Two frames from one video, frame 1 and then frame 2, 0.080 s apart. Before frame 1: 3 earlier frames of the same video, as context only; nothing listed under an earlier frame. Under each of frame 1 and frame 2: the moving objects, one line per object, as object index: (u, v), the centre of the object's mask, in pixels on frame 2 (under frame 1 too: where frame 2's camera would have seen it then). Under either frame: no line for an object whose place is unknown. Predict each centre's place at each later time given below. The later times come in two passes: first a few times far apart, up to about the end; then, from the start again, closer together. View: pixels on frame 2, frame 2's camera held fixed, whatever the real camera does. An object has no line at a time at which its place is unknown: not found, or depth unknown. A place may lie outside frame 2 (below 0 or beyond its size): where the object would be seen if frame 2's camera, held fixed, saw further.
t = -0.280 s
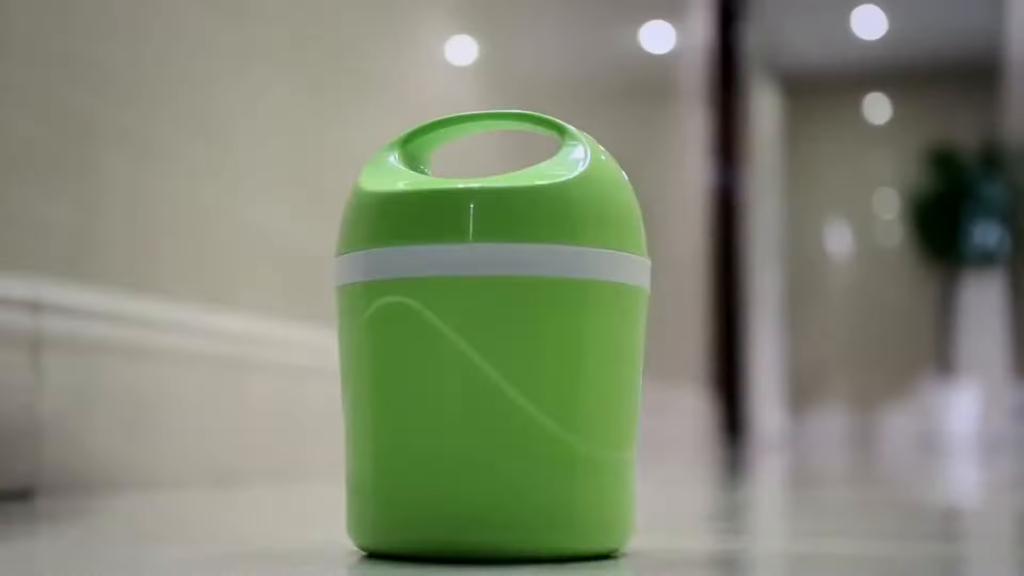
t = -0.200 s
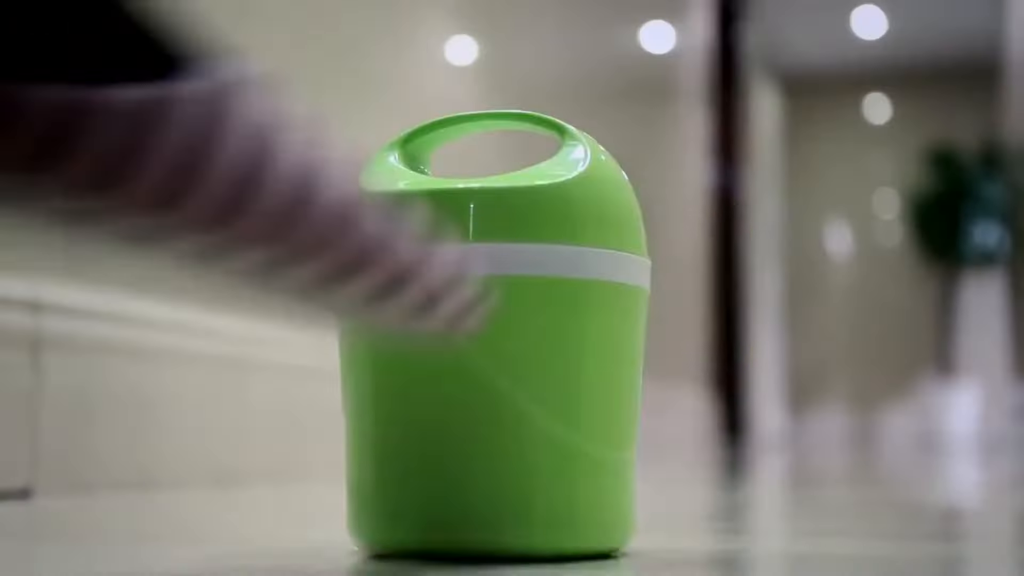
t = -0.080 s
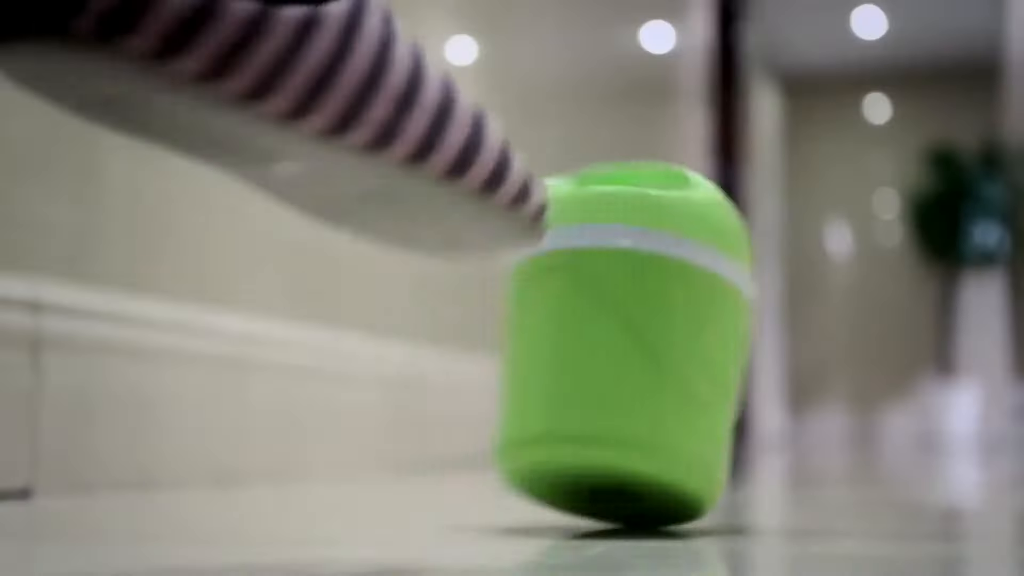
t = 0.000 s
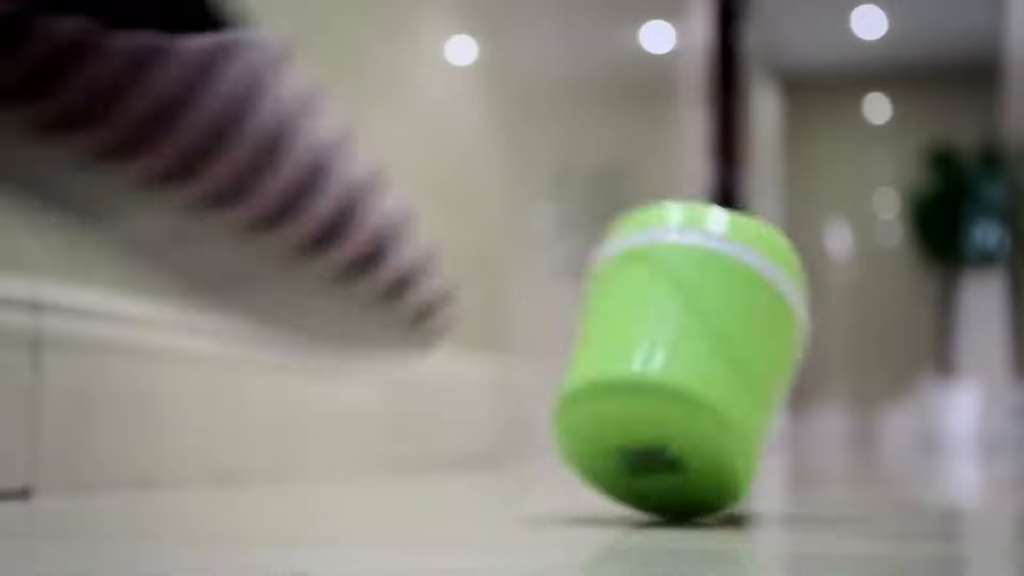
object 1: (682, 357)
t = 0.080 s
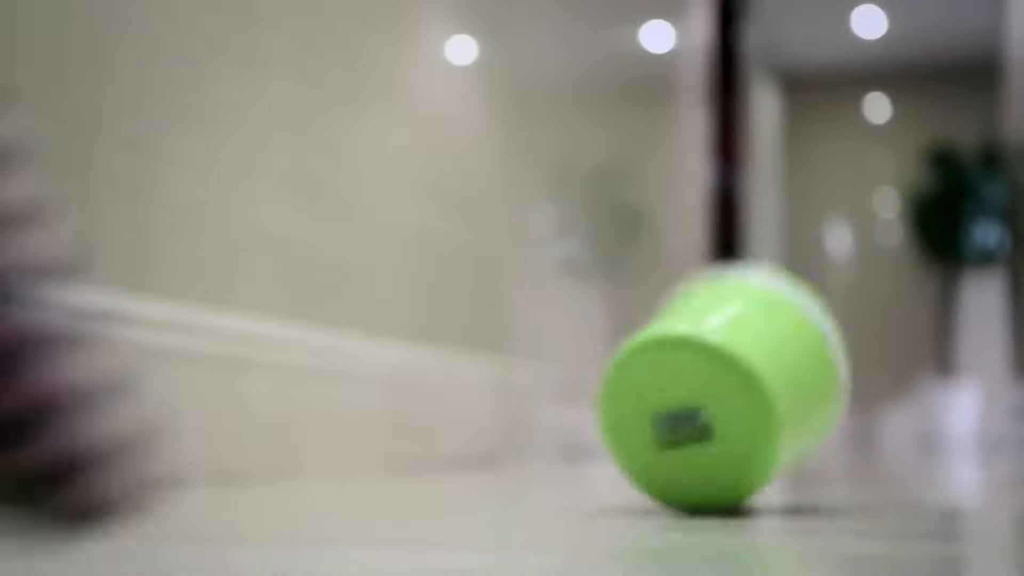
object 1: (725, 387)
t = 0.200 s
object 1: (771, 371)
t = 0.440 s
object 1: (835, 411)
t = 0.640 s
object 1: (867, 412)
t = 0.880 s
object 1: (885, 419)
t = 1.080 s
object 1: (884, 420)
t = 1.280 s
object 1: (866, 420)
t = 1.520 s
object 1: (839, 420)
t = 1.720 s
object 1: (817, 420)
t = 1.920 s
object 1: (795, 420)
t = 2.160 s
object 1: (768, 420)
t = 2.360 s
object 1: (747, 420)
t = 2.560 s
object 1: (727, 419)
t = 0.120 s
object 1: (742, 397)
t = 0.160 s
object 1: (757, 375)
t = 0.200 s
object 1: (771, 371)
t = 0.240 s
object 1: (784, 384)
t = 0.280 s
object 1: (796, 408)
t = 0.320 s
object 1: (808, 402)
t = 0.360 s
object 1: (818, 402)
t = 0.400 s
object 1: (827, 407)
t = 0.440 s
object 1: (835, 411)
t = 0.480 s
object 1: (843, 411)
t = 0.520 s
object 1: (851, 413)
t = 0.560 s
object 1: (856, 413)
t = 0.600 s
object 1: (862, 416)
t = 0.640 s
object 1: (867, 412)
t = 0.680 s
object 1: (871, 412)
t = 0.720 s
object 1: (875, 413)
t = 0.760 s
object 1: (879, 417)
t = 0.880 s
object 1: (885, 419)
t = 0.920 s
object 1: (886, 419)
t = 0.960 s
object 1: (886, 420)
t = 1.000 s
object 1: (886, 420)
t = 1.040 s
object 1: (886, 420)
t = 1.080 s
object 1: (884, 420)
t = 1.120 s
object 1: (882, 420)
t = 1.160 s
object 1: (879, 420)
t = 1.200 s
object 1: (875, 420)
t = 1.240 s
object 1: (871, 420)
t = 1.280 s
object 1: (866, 420)
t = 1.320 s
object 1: (861, 420)
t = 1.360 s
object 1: (857, 420)
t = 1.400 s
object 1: (853, 420)
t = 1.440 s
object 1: (848, 420)
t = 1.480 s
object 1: (844, 420)
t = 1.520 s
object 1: (839, 420)
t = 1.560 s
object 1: (835, 420)
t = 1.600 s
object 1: (830, 420)
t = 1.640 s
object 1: (826, 420)
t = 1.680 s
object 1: (822, 420)
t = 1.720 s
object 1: (817, 420)
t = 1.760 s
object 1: (813, 420)
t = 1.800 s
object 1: (808, 420)
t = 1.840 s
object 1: (804, 420)
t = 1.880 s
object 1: (799, 420)
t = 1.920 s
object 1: (795, 420)
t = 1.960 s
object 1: (790, 420)
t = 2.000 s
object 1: (785, 420)
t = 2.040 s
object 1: (781, 420)
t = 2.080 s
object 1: (777, 420)
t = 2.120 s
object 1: (772, 420)
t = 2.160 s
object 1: (768, 420)
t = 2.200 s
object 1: (764, 420)
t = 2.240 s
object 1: (759, 420)
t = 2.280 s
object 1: (755, 420)
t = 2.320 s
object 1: (751, 420)
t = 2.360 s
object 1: (747, 420)
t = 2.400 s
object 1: (743, 420)
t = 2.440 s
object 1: (739, 420)
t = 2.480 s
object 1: (735, 420)
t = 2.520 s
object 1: (731, 420)
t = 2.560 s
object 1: (727, 419)
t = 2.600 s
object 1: (723, 419)
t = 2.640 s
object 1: (719, 419)
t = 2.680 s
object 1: (715, 419)
